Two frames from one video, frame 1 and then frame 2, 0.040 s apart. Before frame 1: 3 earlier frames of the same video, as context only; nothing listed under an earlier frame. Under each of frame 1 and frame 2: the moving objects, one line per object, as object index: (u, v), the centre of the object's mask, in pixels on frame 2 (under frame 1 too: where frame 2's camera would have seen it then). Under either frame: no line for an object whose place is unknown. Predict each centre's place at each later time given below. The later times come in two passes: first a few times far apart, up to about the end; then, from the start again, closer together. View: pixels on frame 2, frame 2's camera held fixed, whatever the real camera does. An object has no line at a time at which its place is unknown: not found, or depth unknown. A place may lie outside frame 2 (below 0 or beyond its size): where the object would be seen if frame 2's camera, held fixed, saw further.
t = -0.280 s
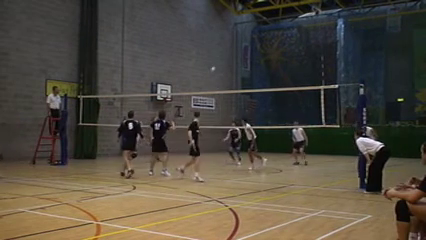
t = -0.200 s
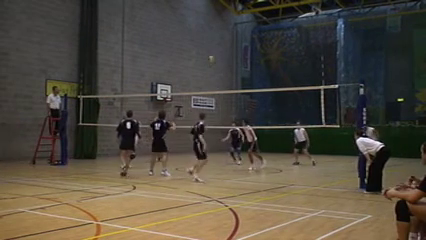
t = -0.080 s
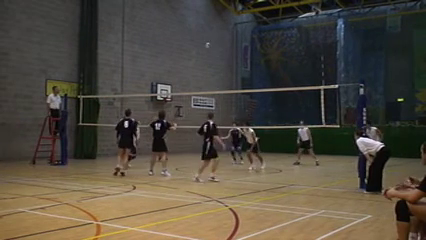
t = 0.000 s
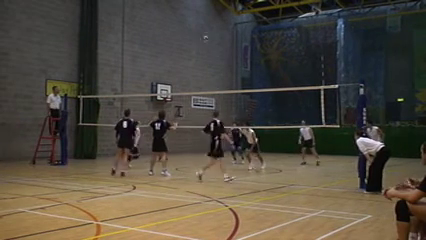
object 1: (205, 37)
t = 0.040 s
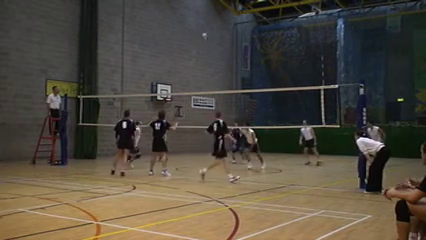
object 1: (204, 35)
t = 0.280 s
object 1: (197, 26)
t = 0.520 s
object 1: (189, 33)
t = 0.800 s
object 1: (180, 61)
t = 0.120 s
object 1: (202, 30)
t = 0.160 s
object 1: (200, 28)
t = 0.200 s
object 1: (199, 26)
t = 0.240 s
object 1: (198, 27)
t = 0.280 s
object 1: (197, 26)
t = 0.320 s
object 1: (196, 26)
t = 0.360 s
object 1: (194, 26)
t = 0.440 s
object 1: (192, 28)
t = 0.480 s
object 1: (191, 30)
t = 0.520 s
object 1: (189, 33)
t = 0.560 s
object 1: (188, 34)
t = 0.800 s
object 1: (180, 61)
